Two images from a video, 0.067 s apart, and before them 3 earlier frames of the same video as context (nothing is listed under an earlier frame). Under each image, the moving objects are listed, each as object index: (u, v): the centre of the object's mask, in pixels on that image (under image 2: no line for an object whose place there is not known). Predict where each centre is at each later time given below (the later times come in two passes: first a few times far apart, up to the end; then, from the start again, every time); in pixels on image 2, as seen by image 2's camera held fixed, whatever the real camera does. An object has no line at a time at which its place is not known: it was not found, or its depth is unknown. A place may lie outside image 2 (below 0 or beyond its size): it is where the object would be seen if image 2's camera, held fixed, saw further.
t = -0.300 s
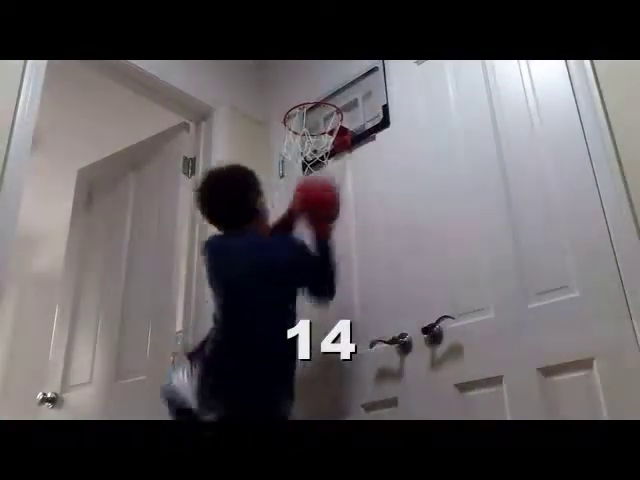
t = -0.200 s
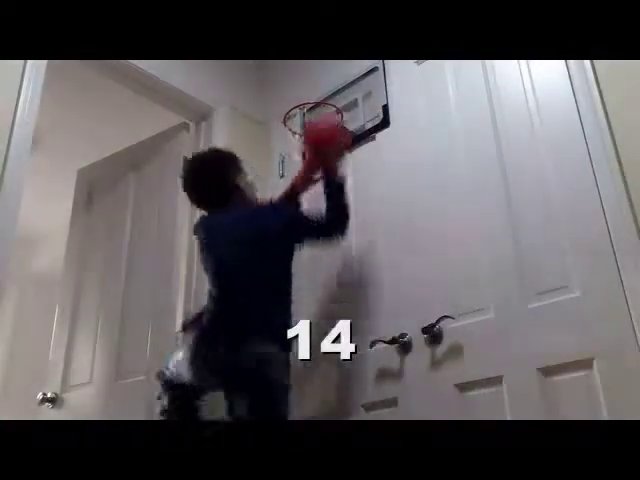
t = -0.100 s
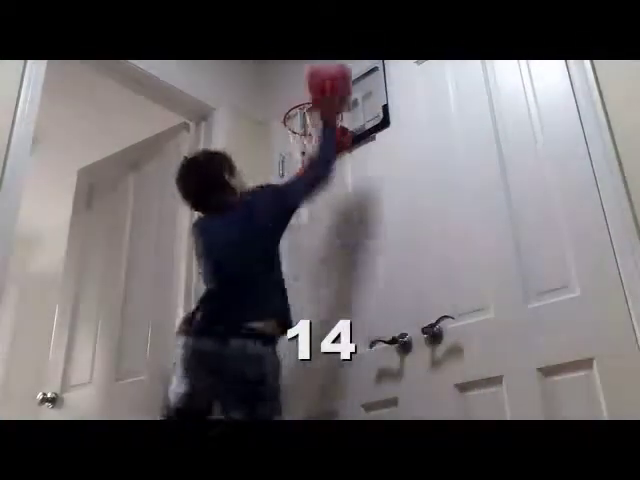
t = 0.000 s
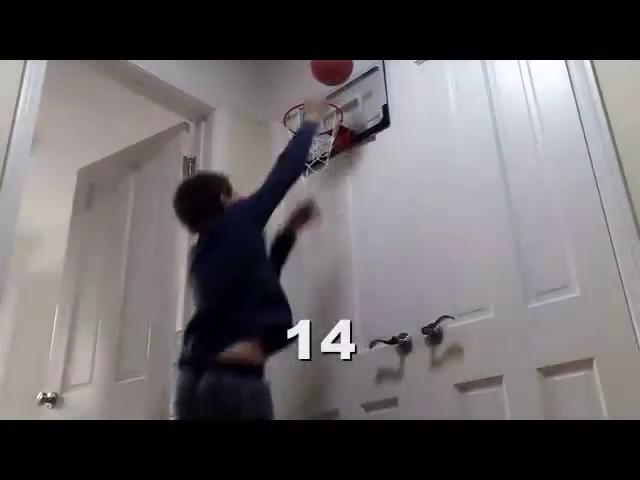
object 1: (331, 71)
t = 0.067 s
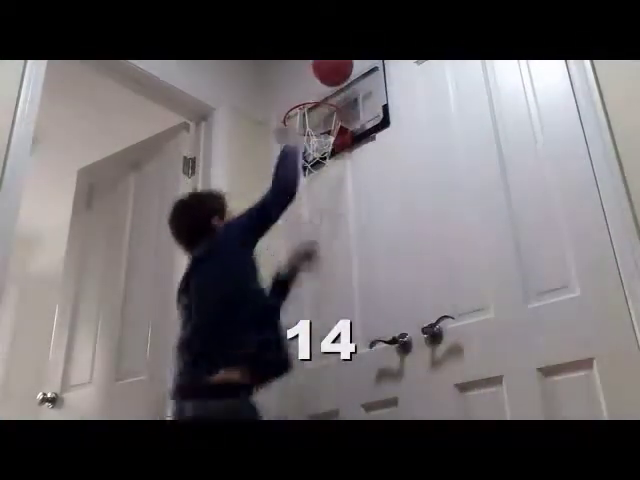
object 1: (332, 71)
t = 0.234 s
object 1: (324, 89)
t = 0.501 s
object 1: (299, 198)
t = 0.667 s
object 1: (293, 384)
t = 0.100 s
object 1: (333, 73)
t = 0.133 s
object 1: (335, 78)
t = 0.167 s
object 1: (333, 80)
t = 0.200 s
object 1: (329, 84)
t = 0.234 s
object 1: (324, 89)
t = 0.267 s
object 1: (319, 97)
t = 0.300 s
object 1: (315, 108)
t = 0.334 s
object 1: (310, 119)
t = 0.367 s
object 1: (306, 129)
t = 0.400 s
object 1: (298, 143)
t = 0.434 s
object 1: (305, 160)
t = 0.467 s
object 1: (301, 177)
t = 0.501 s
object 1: (299, 198)
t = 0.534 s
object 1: (299, 224)
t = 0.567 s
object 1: (297, 253)
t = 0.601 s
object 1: (296, 290)
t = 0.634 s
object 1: (292, 327)
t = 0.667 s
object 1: (293, 384)
